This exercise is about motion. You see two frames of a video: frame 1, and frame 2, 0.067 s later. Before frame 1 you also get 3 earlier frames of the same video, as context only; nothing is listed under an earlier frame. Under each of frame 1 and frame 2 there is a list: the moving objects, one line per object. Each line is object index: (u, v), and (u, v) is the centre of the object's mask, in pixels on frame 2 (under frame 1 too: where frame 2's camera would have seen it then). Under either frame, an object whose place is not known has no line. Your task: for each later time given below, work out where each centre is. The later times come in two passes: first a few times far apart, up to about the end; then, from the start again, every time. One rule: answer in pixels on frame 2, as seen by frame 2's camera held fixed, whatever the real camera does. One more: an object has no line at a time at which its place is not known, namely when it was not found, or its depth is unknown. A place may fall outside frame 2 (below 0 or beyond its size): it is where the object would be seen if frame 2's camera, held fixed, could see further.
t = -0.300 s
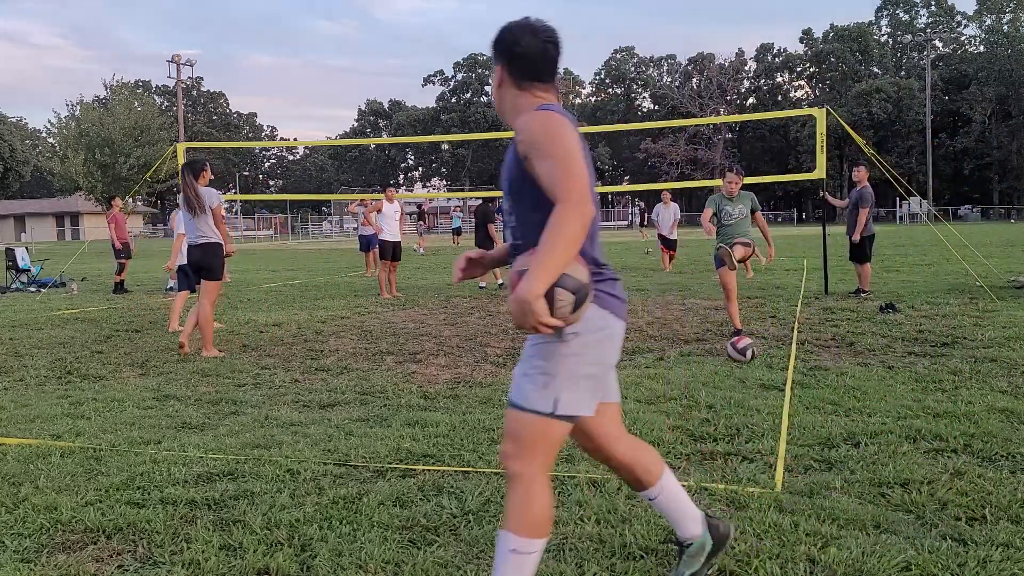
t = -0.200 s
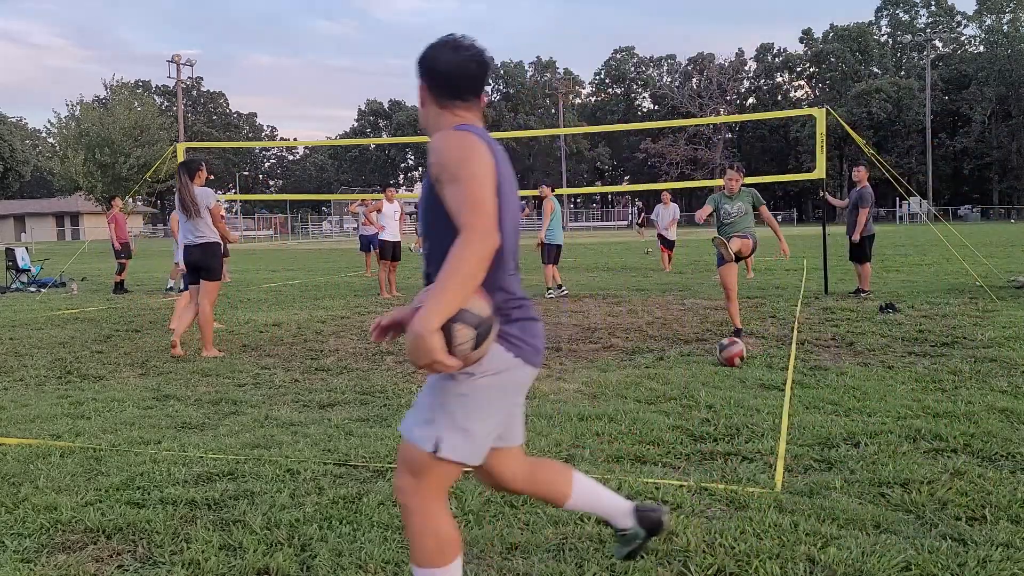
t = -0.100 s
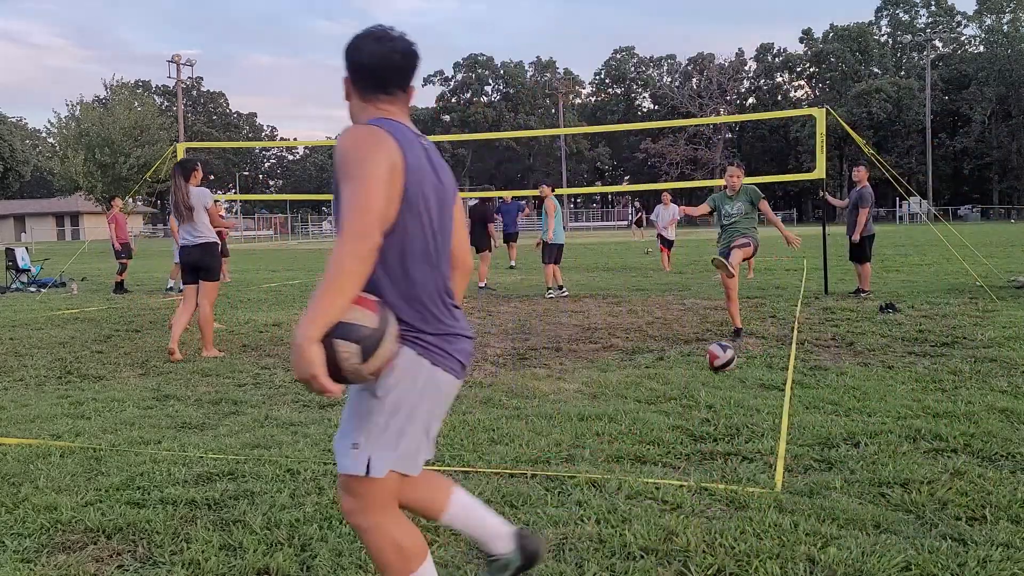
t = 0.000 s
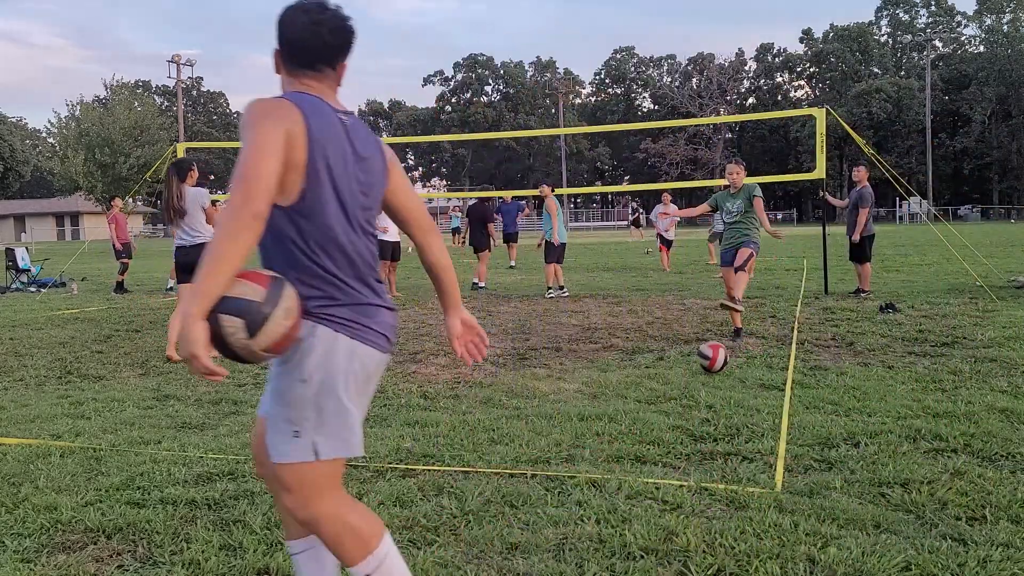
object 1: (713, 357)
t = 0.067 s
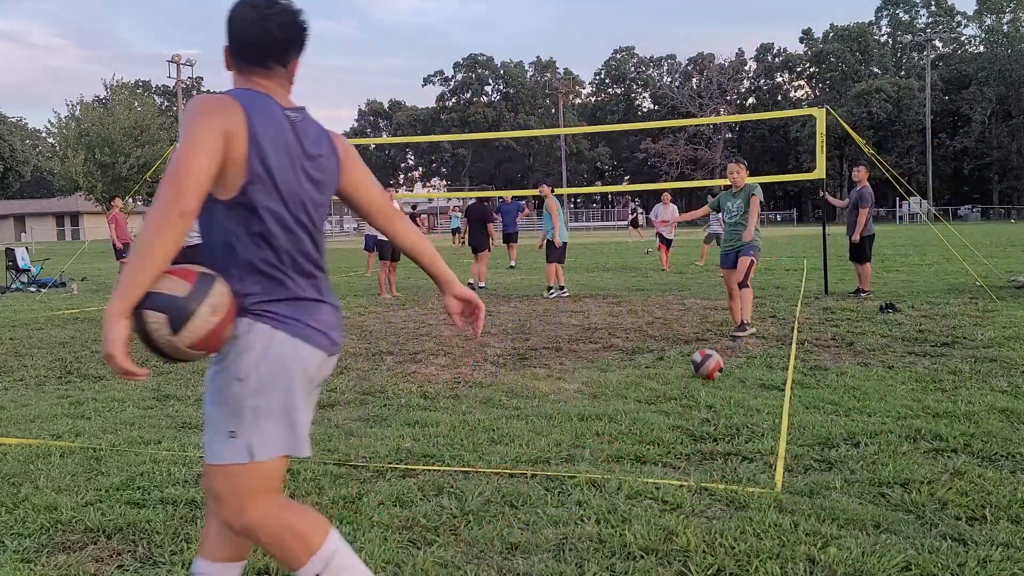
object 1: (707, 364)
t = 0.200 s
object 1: (699, 369)
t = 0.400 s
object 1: (692, 384)
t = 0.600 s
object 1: (682, 396)
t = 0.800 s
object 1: (674, 405)
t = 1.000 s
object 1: (669, 419)
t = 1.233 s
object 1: (671, 429)
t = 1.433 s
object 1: (674, 444)
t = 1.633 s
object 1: (678, 452)
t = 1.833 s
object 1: (683, 459)
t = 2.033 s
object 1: (684, 462)
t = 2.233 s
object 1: (679, 467)
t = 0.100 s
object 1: (704, 369)
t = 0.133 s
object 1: (702, 370)
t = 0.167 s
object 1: (701, 369)
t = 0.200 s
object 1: (699, 369)
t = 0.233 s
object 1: (699, 370)
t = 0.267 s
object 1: (697, 373)
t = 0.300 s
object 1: (696, 377)
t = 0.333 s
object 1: (696, 382)
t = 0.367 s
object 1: (693, 384)
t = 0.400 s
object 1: (692, 384)
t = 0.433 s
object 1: (690, 385)
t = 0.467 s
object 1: (688, 387)
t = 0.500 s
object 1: (686, 390)
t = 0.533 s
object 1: (685, 393)
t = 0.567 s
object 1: (684, 395)
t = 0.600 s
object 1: (682, 396)
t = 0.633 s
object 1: (680, 397)
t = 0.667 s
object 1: (679, 399)
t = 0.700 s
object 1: (677, 402)
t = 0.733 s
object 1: (676, 405)
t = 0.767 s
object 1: (675, 406)
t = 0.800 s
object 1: (674, 405)
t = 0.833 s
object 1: (673, 405)
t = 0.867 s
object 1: (672, 405)
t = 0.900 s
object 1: (671, 406)
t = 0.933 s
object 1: (670, 410)
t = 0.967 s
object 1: (670, 415)
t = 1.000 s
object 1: (669, 419)
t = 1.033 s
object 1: (669, 420)
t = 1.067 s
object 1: (669, 421)
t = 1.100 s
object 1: (669, 422)
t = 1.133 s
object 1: (670, 423)
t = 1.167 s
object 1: (670, 426)
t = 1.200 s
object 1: (671, 428)
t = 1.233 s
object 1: (671, 429)
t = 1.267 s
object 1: (673, 433)
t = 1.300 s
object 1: (673, 436)
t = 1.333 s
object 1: (674, 438)
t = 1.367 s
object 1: (674, 439)
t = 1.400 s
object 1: (674, 441)
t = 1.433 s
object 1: (674, 444)
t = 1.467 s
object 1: (675, 445)
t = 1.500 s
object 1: (675, 447)
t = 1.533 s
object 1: (675, 448)
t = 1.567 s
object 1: (675, 448)
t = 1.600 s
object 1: (677, 451)
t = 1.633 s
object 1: (678, 452)
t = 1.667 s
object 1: (679, 453)
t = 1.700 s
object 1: (681, 455)
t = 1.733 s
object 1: (682, 457)
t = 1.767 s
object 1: (682, 457)
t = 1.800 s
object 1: (683, 459)
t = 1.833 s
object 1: (683, 459)
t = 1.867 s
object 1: (683, 460)
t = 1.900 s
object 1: (683, 460)
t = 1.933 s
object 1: (684, 461)
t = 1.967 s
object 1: (684, 462)
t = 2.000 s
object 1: (684, 462)
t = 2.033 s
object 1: (684, 462)
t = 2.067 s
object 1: (684, 463)
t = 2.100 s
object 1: (683, 464)
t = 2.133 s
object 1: (682, 464)
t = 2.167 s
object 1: (682, 465)
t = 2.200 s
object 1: (680, 466)
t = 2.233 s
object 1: (679, 467)
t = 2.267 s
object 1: (678, 467)
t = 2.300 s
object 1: (677, 467)
